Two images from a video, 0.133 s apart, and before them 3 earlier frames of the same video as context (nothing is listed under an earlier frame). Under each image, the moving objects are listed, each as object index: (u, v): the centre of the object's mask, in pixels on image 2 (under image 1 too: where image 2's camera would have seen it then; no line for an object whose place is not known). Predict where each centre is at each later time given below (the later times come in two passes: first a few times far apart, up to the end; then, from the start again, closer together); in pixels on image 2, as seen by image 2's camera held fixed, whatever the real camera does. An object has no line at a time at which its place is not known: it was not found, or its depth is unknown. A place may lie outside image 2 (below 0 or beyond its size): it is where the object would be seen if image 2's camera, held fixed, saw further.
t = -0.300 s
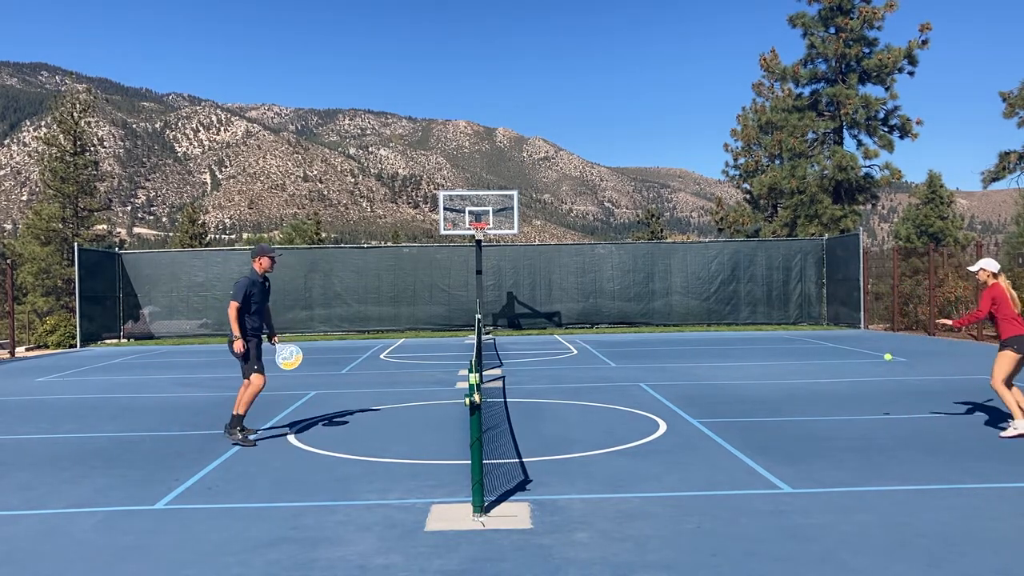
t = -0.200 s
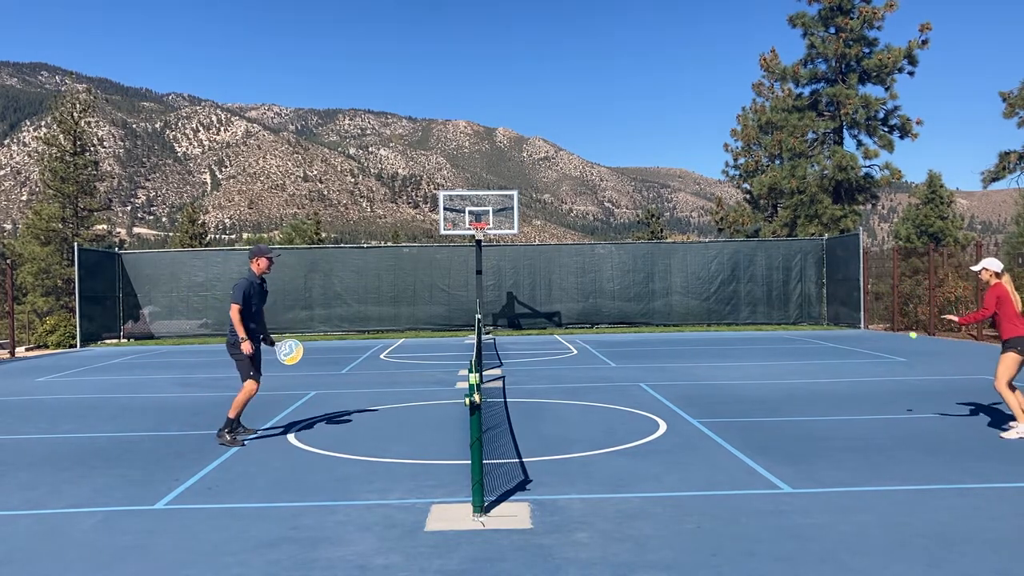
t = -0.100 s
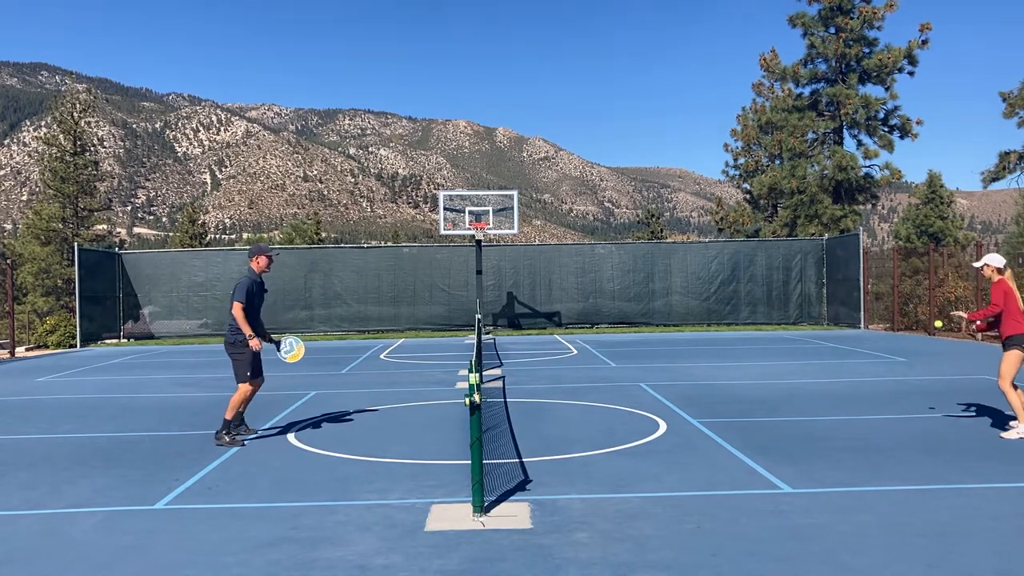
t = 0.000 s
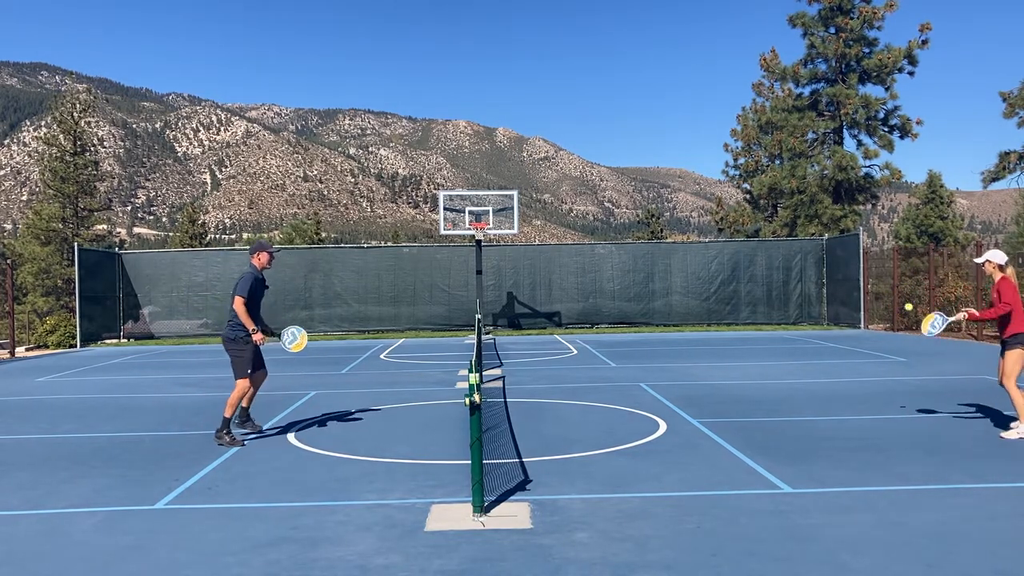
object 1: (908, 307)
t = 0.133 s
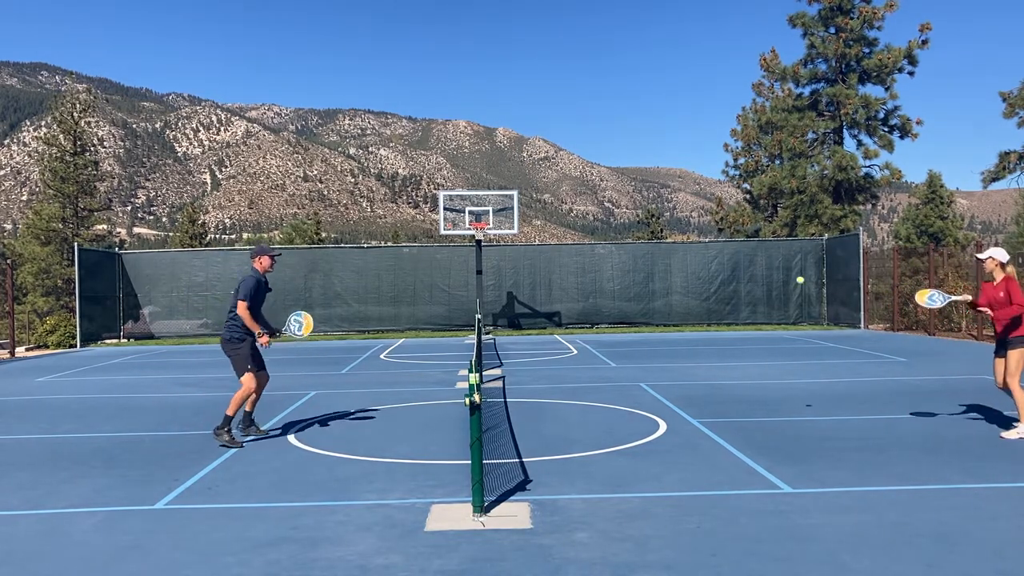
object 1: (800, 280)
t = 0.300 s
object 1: (664, 273)
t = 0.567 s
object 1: (453, 320)
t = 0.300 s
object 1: (664, 273)
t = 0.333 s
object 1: (637, 274)
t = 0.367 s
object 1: (611, 278)
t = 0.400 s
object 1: (585, 282)
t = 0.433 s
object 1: (558, 287)
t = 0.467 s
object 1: (532, 294)
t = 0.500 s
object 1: (506, 301)
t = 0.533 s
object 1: (480, 310)
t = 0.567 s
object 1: (453, 320)
